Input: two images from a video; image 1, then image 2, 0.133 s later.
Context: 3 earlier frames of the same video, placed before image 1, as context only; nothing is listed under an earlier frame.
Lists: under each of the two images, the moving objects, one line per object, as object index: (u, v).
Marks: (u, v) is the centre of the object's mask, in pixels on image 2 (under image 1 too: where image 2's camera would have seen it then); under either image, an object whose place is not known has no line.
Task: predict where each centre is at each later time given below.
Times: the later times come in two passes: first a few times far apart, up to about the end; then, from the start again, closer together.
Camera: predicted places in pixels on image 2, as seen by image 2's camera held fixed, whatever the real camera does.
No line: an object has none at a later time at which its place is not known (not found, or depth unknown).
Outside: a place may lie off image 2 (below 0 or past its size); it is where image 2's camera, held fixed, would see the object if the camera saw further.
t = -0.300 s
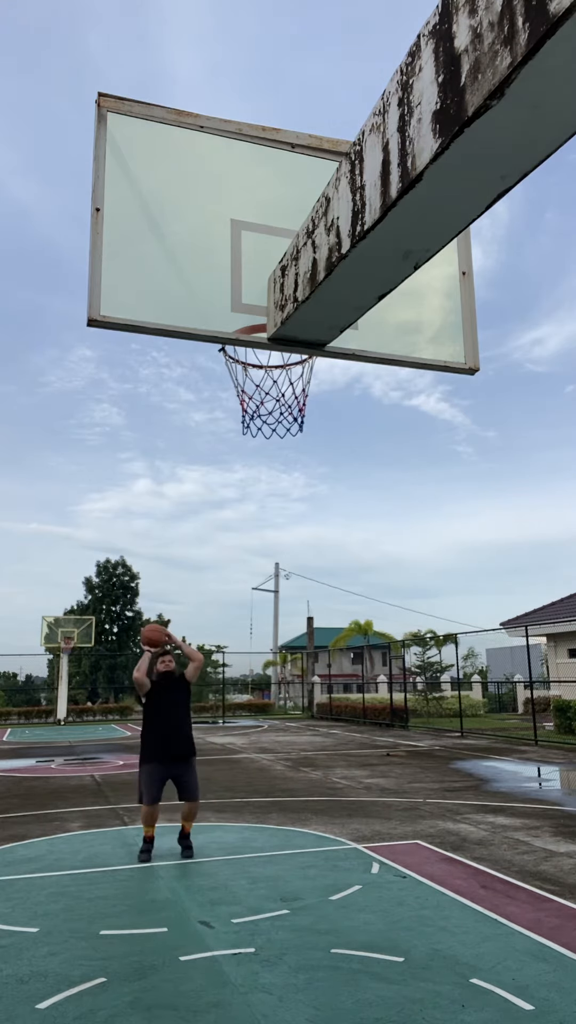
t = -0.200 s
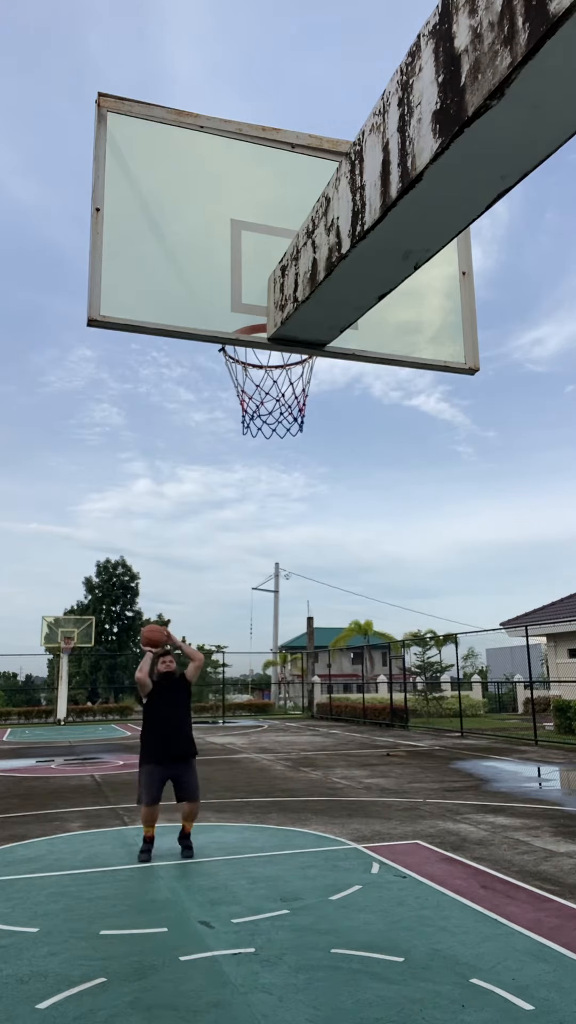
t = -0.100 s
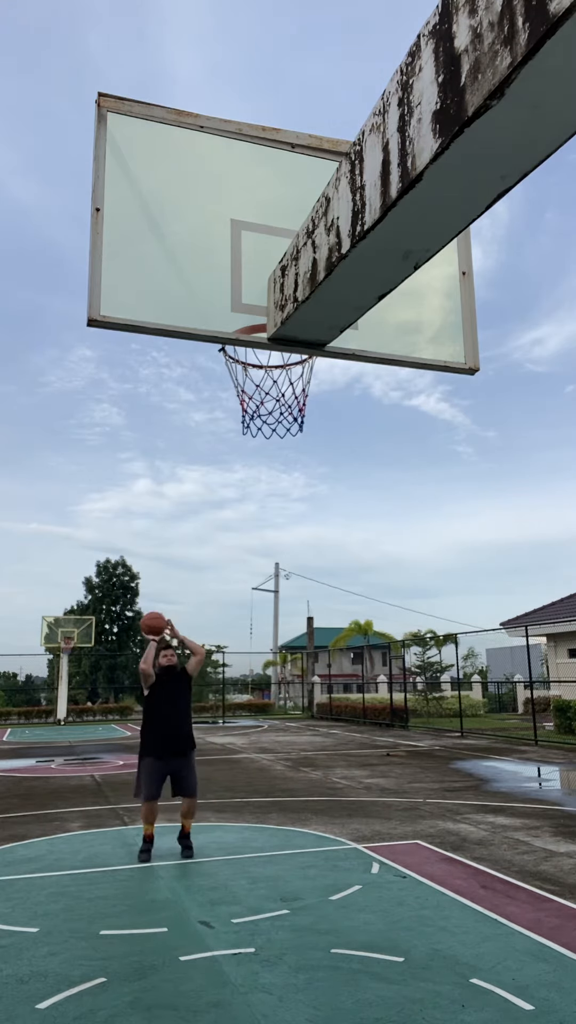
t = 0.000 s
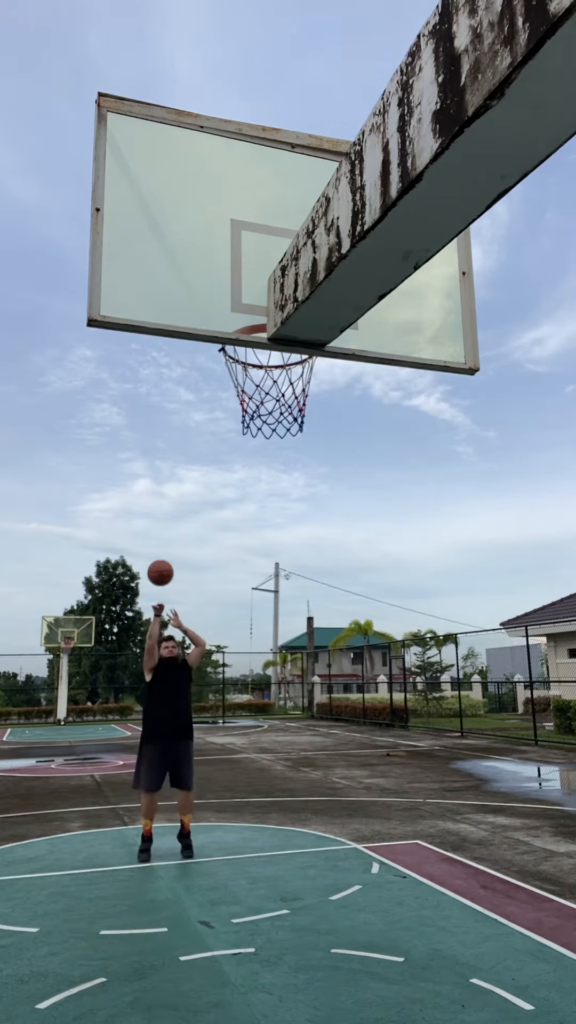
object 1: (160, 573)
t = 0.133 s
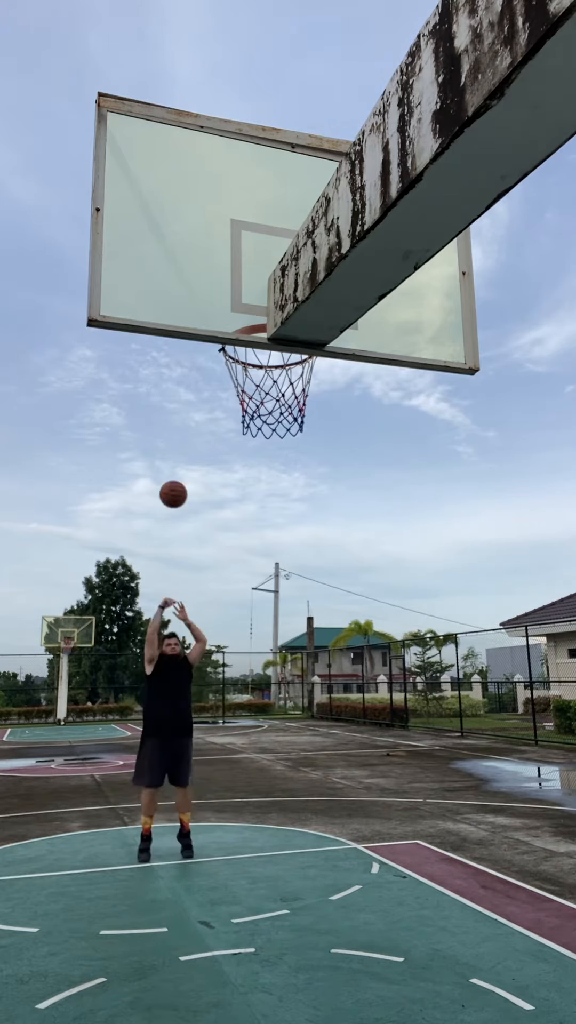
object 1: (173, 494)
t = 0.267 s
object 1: (187, 428)
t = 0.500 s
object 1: (212, 350)
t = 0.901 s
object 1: (283, 359)
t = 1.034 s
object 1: (272, 418)
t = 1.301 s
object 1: (218, 696)
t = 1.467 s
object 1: (178, 1000)
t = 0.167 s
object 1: (177, 476)
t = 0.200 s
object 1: (180, 459)
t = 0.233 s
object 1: (183, 443)
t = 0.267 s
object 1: (187, 428)
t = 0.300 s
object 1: (190, 413)
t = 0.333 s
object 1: (194, 399)
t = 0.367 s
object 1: (198, 386)
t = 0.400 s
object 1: (202, 374)
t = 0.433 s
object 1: (206, 363)
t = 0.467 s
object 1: (209, 355)
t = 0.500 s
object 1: (212, 350)
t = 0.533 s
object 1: (217, 347)
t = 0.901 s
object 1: (283, 359)
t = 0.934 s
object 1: (288, 366)
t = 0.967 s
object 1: (285, 377)
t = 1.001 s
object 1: (279, 397)
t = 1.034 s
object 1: (272, 418)
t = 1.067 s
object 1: (266, 443)
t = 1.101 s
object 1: (259, 469)
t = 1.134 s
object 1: (253, 499)
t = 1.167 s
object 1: (247, 531)
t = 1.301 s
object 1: (218, 696)
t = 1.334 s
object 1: (211, 749)
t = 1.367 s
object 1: (203, 805)
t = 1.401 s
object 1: (195, 867)
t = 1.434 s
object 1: (186, 935)
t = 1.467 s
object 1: (178, 1000)
